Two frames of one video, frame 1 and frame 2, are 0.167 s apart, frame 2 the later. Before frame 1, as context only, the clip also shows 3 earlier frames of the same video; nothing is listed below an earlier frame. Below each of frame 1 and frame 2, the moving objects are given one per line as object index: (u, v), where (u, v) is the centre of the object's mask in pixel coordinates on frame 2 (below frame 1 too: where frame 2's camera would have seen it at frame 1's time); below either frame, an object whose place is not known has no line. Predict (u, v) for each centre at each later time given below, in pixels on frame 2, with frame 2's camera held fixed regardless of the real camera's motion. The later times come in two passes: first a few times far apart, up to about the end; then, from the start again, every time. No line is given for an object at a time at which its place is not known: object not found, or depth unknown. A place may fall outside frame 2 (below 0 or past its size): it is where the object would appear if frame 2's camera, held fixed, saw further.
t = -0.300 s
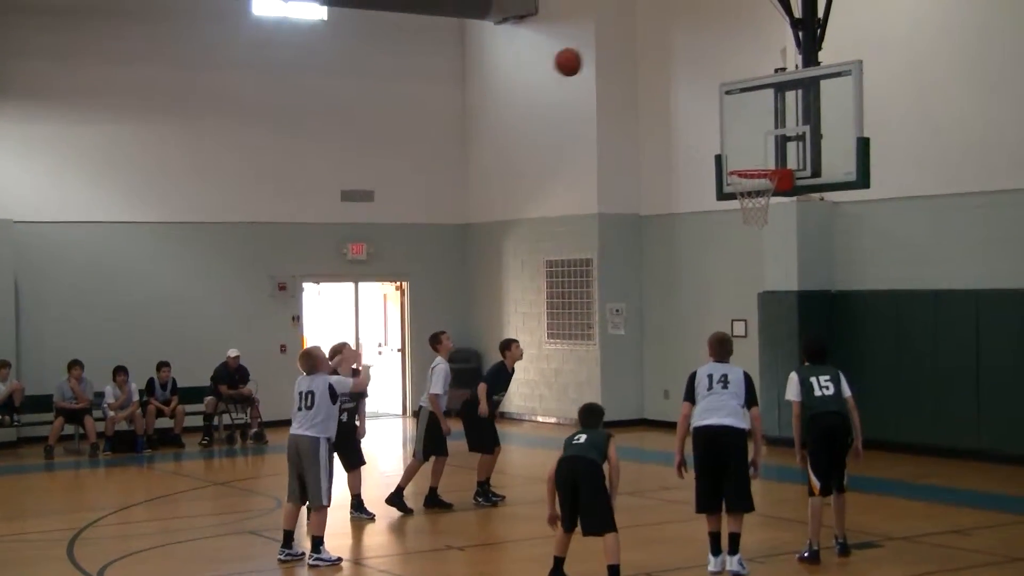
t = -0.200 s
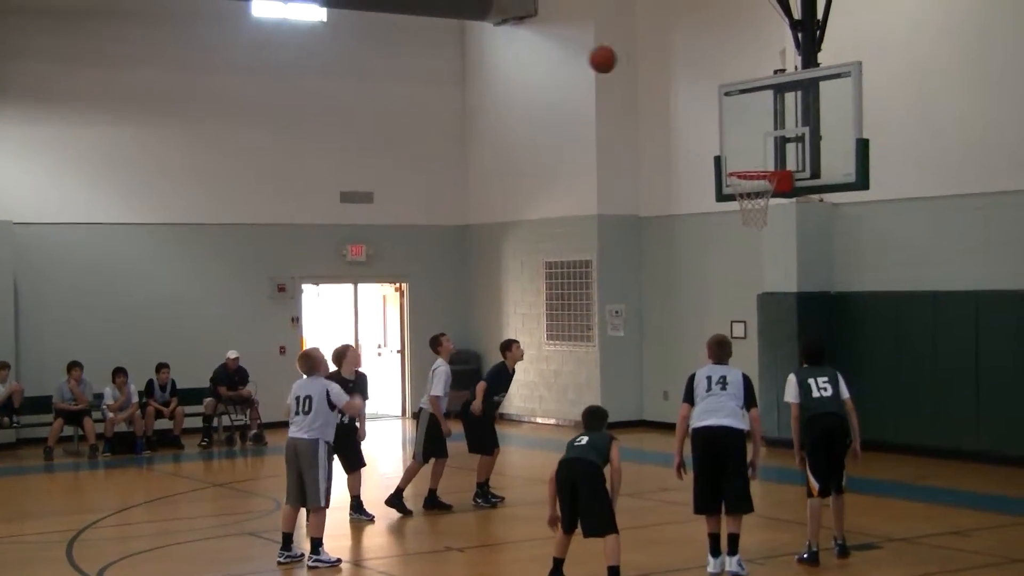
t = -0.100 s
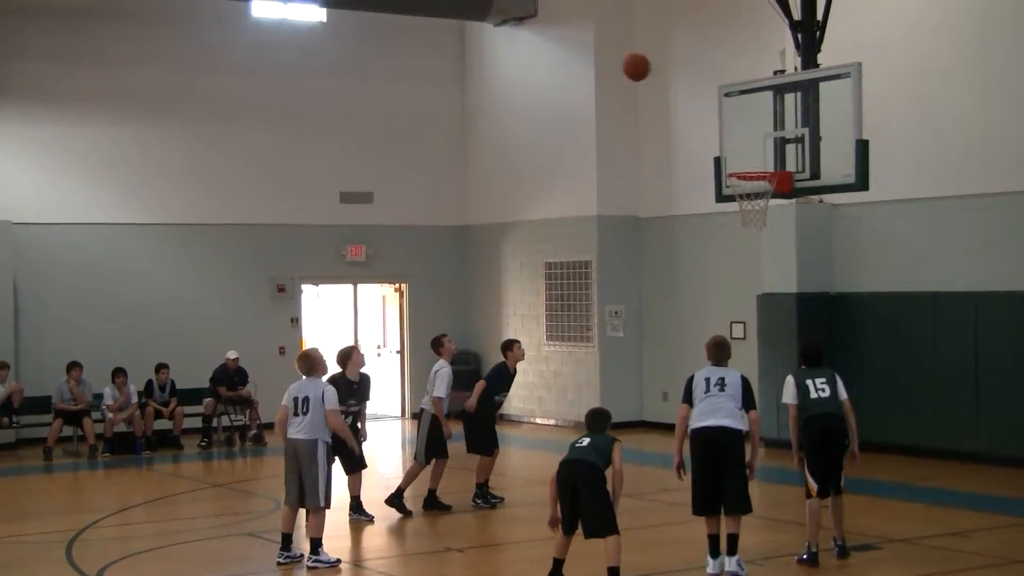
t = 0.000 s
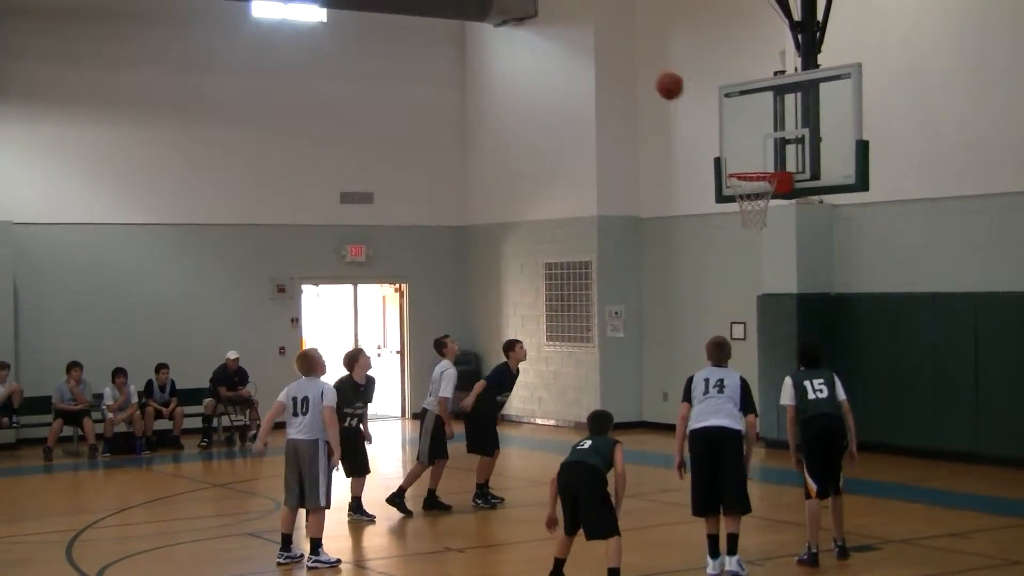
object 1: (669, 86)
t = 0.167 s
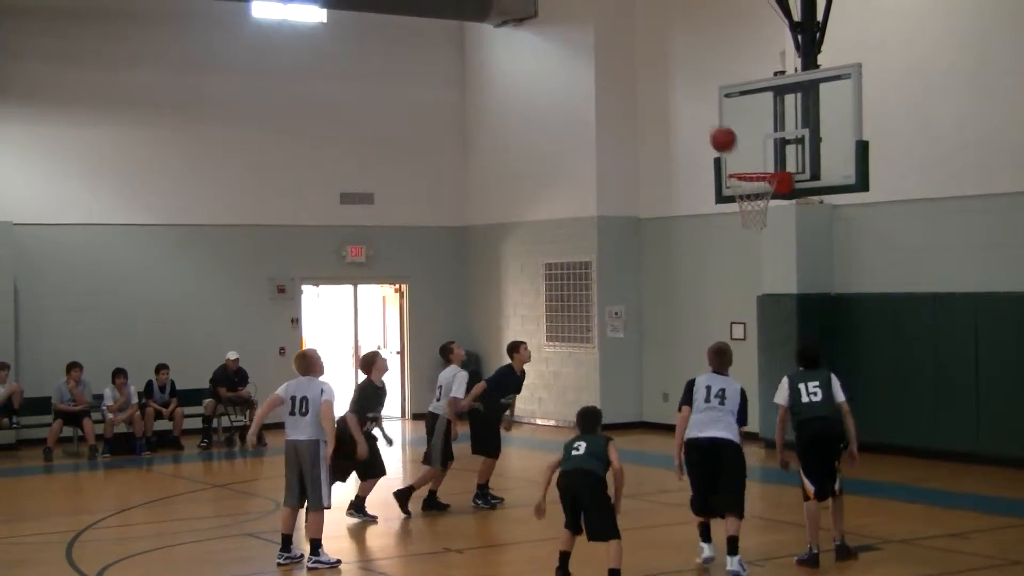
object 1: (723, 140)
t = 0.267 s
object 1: (754, 184)
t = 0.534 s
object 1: (792, 256)
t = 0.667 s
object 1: (809, 312)
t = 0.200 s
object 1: (733, 153)
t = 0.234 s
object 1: (744, 168)
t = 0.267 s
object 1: (754, 184)
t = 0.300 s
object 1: (761, 196)
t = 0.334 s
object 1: (767, 203)
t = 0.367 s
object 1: (771, 209)
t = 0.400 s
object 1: (776, 217)
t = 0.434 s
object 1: (780, 225)
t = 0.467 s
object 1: (784, 234)
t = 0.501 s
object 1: (788, 245)
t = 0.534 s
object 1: (792, 256)
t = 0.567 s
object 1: (797, 269)
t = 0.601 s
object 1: (801, 284)
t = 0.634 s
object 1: (806, 296)
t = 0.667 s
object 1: (809, 312)
